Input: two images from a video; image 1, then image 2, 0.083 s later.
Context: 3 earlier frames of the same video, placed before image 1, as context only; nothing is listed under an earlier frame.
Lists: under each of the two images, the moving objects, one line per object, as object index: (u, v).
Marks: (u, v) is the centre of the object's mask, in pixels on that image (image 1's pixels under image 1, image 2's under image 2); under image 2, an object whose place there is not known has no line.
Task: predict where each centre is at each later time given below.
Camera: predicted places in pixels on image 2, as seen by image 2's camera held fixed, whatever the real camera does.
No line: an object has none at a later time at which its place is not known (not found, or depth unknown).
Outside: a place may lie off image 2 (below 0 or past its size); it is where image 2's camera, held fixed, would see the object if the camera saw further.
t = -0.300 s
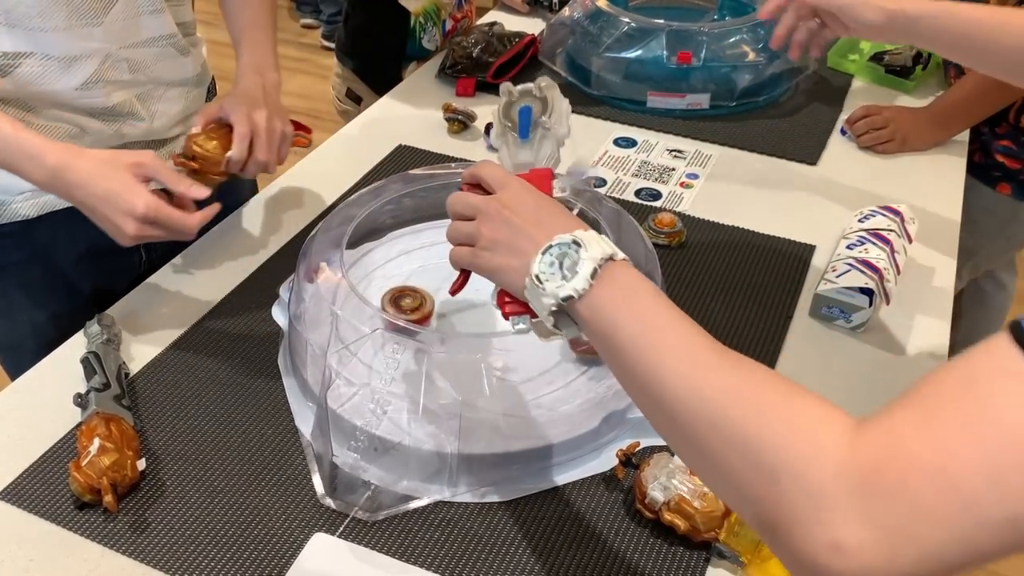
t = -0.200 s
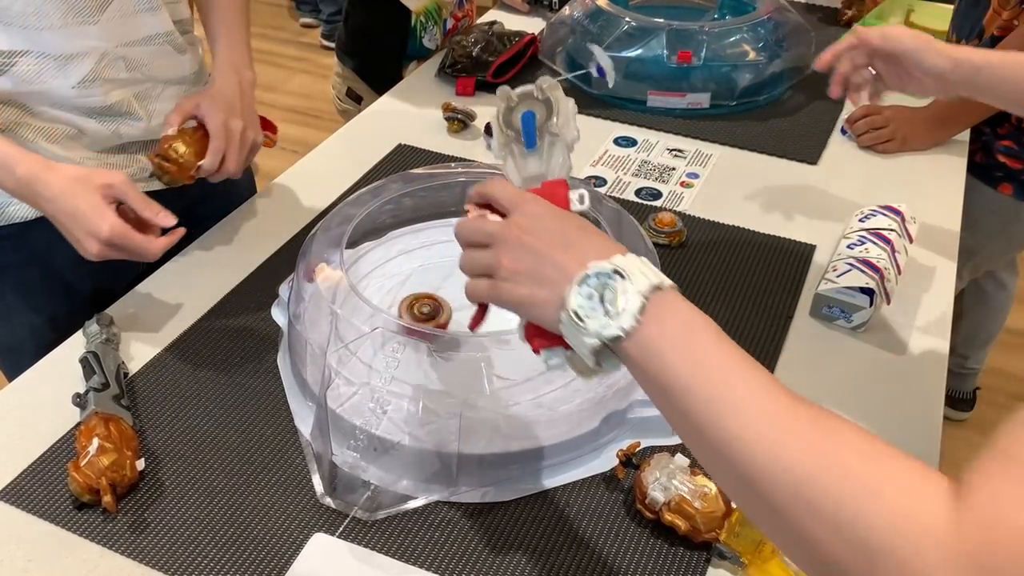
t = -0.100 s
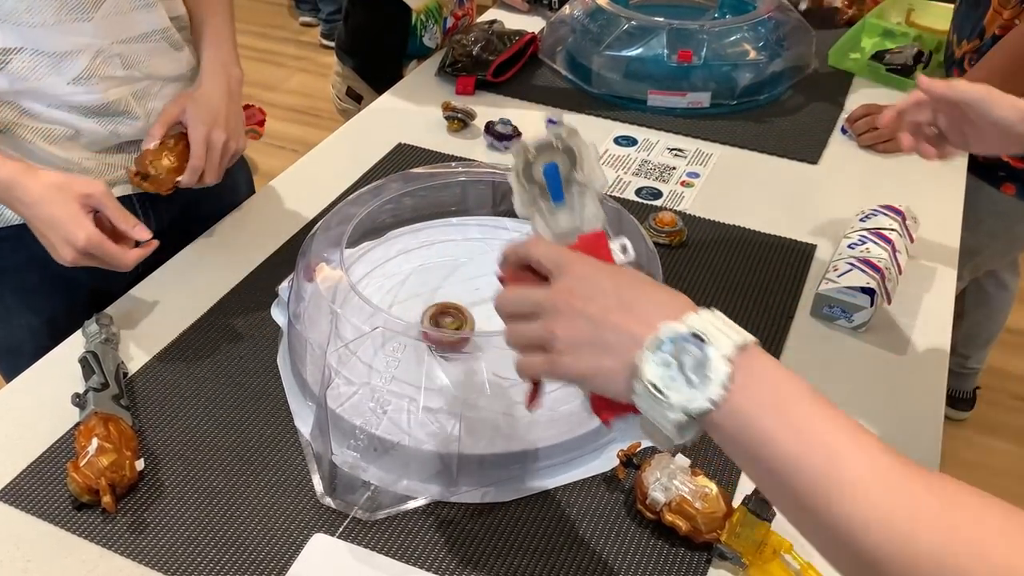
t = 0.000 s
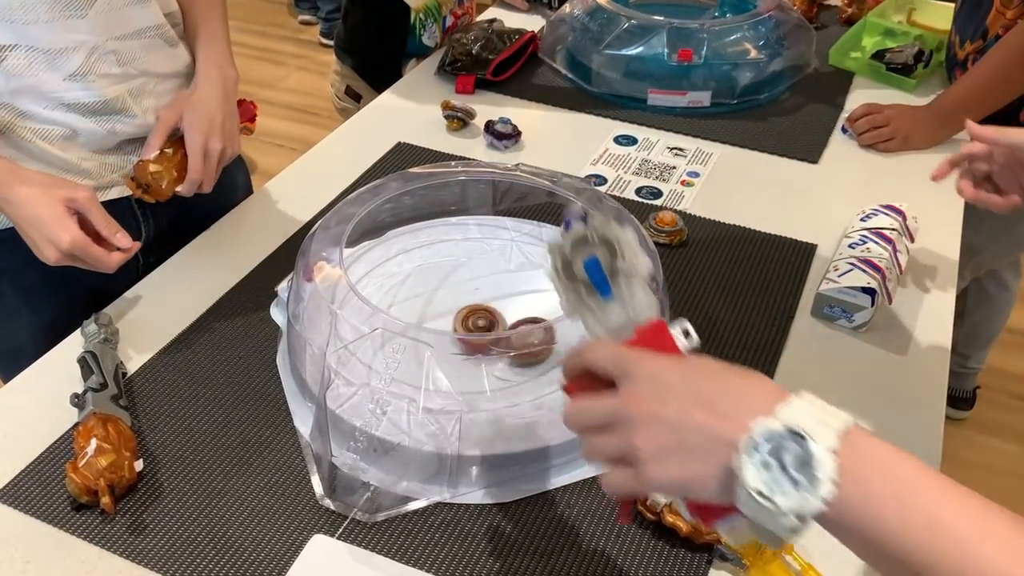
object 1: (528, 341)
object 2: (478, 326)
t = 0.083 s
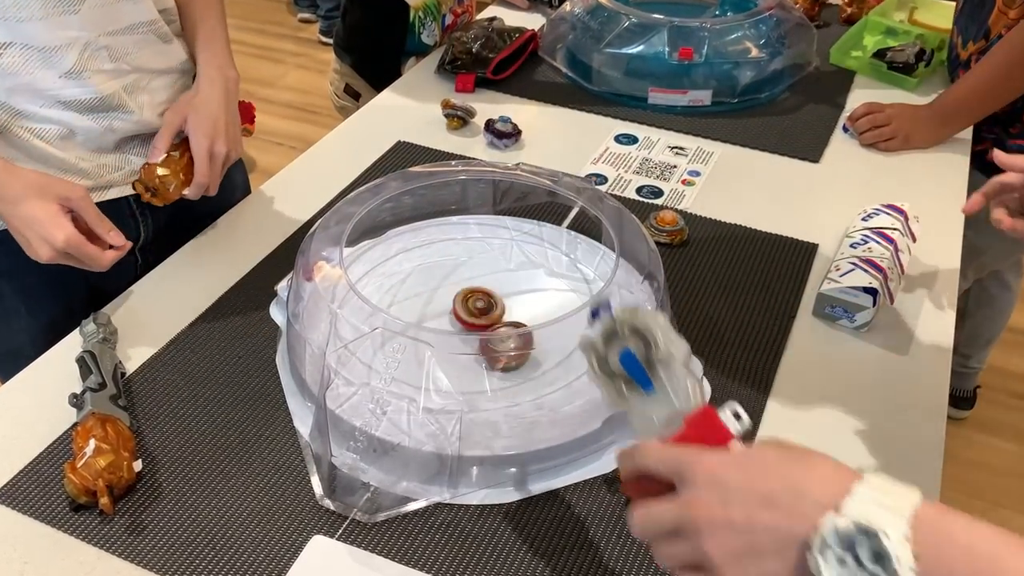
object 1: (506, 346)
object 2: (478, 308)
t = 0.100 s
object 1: (502, 345)
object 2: (477, 306)
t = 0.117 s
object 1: (496, 344)
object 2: (476, 303)
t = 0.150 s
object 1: (485, 339)
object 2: (473, 298)
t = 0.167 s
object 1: (480, 336)
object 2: (472, 297)
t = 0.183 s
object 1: (477, 337)
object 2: (471, 292)
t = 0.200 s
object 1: (472, 338)
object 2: (468, 284)
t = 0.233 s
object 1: (465, 341)
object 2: (462, 273)
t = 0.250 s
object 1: (461, 341)
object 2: (458, 267)
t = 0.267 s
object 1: (458, 340)
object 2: (455, 263)
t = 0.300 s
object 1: (453, 338)
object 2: (448, 256)
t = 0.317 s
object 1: (451, 337)
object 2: (445, 254)
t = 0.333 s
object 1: (450, 334)
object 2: (443, 252)
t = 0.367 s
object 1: (448, 330)
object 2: (438, 251)
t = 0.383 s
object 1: (448, 327)
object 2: (436, 251)
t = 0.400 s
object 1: (448, 324)
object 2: (434, 250)
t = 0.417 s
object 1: (448, 322)
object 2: (433, 251)
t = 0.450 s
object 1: (450, 316)
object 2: (432, 252)
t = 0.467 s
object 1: (452, 315)
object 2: (431, 252)
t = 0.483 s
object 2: (431, 253)
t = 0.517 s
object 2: (431, 257)
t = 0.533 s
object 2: (431, 259)
